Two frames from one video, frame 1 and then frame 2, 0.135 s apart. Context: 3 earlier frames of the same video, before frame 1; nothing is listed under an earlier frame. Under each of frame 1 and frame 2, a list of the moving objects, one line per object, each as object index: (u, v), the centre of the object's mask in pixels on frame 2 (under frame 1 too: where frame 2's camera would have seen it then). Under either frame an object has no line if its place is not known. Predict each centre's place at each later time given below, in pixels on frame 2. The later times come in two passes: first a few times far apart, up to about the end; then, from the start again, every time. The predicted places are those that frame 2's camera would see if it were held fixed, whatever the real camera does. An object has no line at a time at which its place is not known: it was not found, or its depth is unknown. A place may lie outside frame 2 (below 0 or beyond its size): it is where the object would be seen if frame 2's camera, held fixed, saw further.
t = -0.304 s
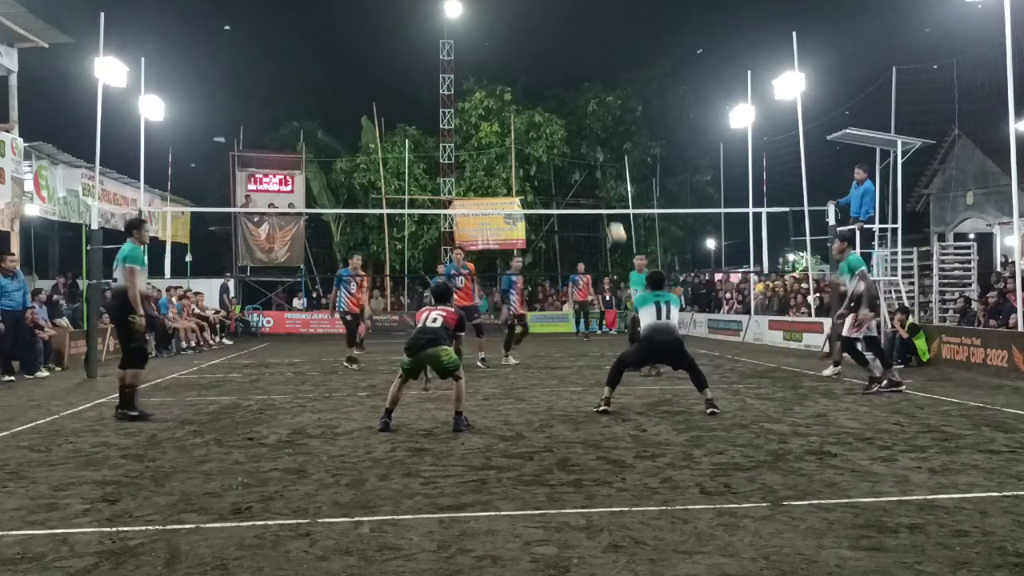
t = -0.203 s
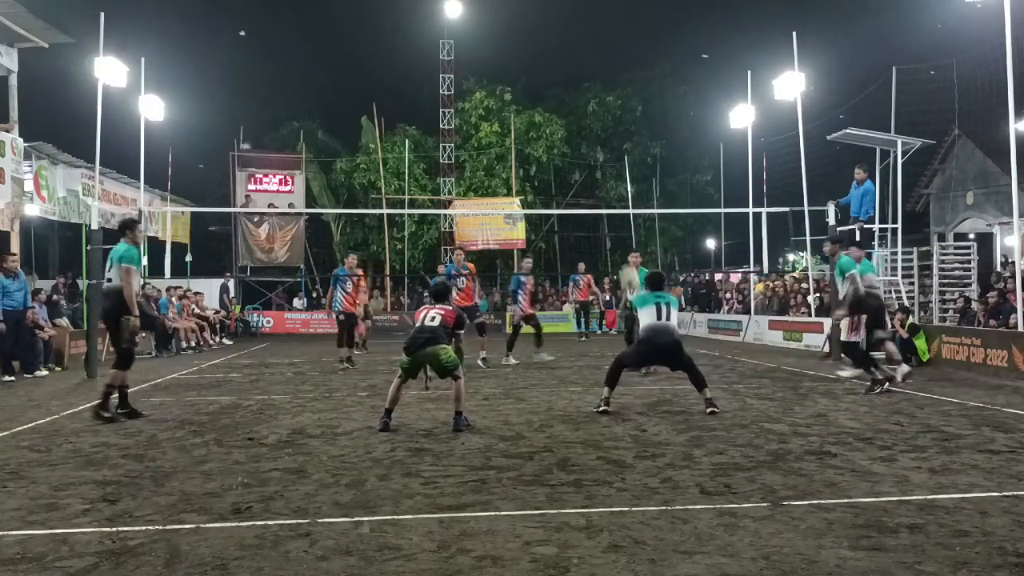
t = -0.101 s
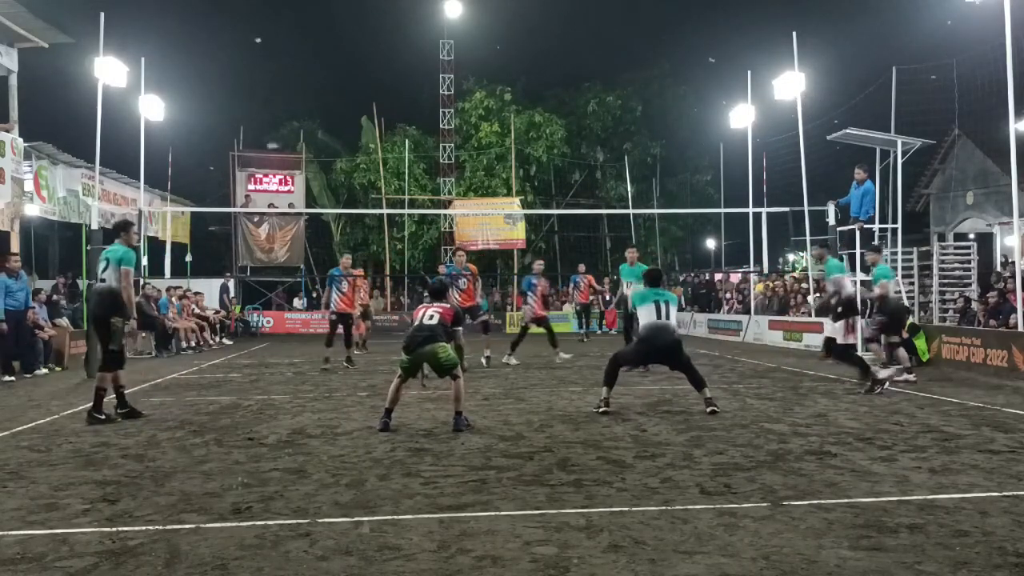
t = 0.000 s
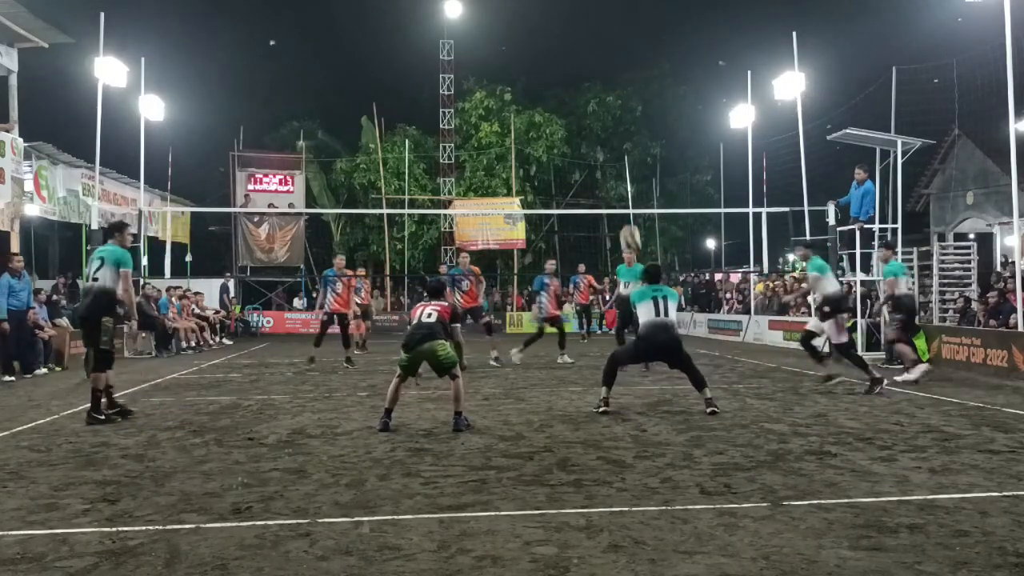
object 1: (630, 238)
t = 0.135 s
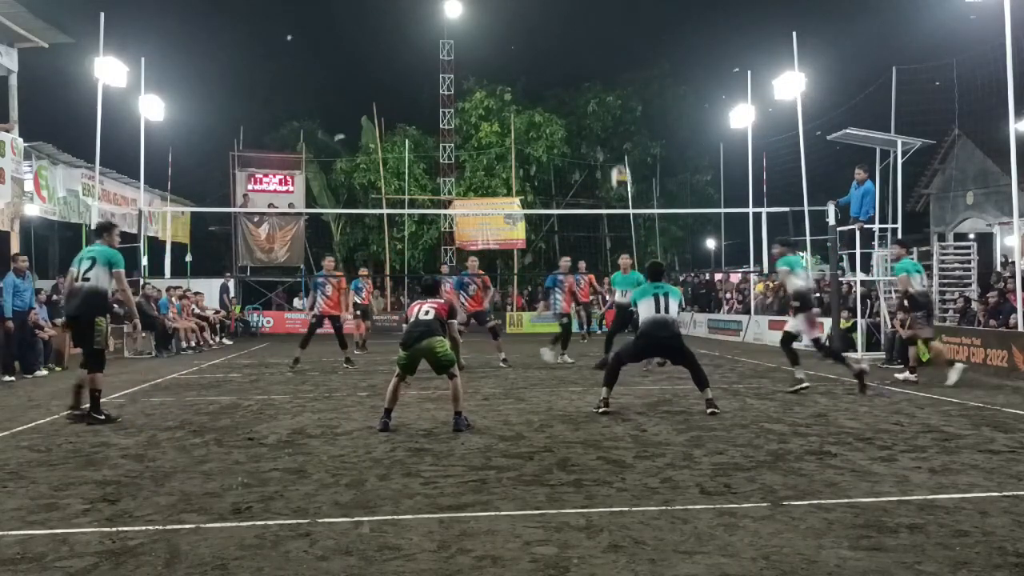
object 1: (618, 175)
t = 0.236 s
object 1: (615, 144)
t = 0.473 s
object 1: (601, 103)
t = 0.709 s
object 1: (589, 108)
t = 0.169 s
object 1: (618, 164)
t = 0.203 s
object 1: (616, 154)
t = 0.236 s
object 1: (615, 144)
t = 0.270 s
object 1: (612, 135)
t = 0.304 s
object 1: (611, 127)
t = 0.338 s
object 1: (608, 120)
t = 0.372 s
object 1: (607, 115)
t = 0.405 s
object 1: (605, 110)
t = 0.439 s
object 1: (603, 105)
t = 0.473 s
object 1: (601, 103)
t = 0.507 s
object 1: (599, 101)
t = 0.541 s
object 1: (597, 100)
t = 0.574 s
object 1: (595, 100)
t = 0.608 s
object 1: (594, 101)
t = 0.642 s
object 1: (592, 102)
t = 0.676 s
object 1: (590, 105)
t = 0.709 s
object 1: (589, 108)
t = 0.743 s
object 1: (587, 113)
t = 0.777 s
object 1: (585, 118)
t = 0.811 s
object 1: (584, 123)
